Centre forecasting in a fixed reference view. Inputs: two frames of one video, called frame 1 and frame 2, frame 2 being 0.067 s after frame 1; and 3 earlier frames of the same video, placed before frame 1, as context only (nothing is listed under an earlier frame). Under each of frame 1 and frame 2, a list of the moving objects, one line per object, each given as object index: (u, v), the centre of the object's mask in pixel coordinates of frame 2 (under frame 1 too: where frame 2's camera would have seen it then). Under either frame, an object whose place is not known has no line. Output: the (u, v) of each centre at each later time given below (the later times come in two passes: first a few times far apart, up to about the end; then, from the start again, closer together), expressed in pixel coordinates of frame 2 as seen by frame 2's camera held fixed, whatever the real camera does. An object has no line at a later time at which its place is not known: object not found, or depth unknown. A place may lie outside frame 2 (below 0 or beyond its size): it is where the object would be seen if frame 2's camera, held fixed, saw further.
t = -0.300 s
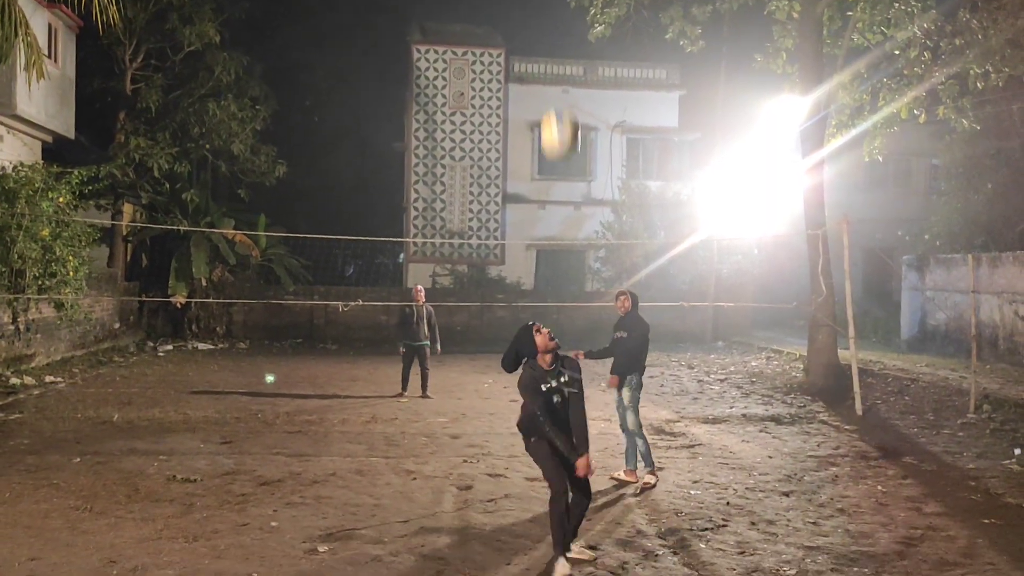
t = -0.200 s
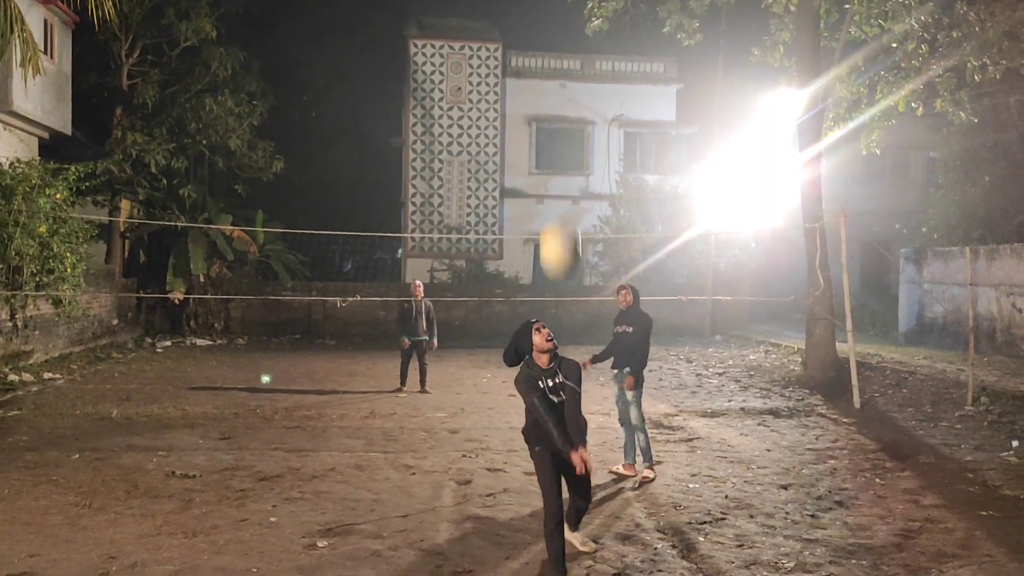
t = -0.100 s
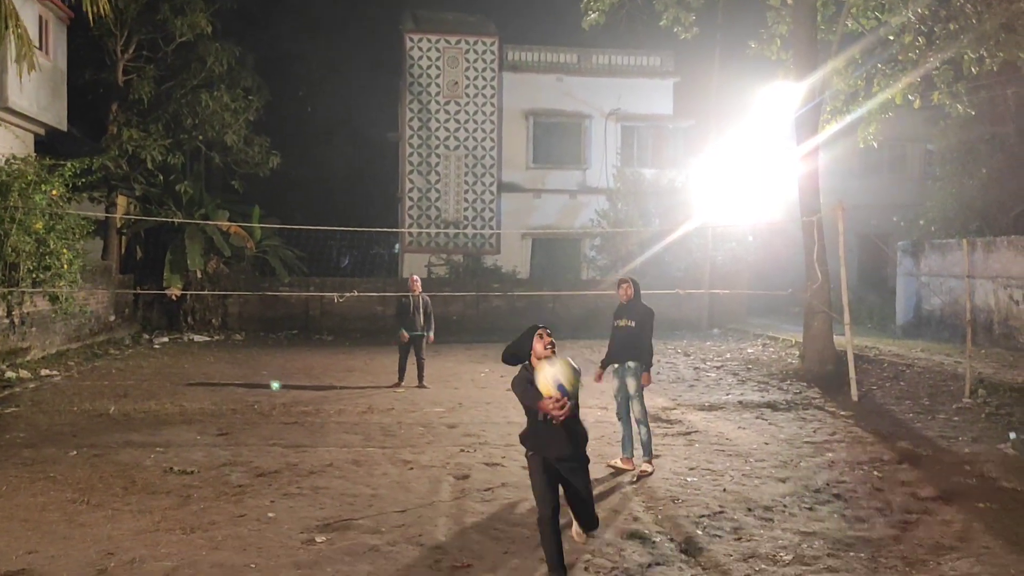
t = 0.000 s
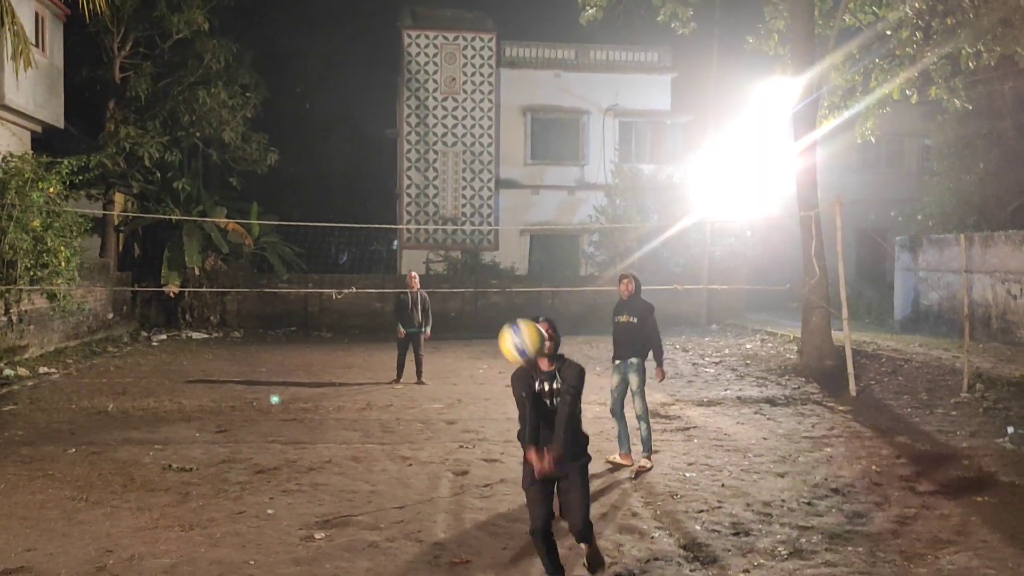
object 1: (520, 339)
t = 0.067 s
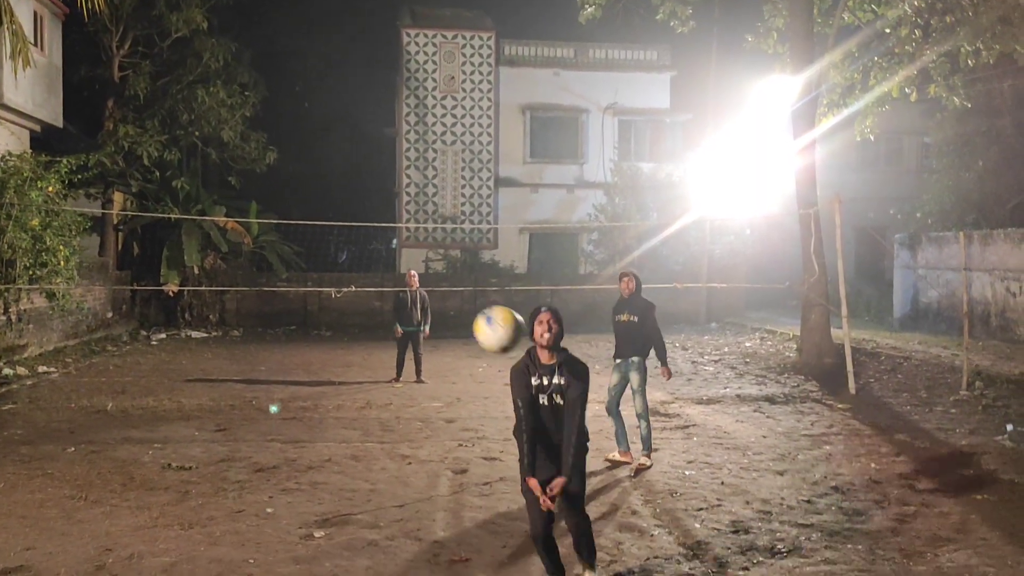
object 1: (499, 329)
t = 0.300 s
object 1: (399, 368)
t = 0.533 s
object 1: (277, 567)
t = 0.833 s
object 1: (152, 596)
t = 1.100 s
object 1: (84, 522)
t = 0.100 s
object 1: (486, 326)
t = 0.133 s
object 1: (473, 326)
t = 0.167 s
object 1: (460, 328)
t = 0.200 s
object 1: (446, 333)
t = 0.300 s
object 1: (399, 368)
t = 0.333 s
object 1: (383, 386)
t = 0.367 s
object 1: (367, 407)
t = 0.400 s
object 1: (349, 431)
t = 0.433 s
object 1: (332, 460)
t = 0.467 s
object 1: (313, 493)
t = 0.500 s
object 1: (294, 530)
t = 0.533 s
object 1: (277, 567)
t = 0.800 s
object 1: (161, 608)
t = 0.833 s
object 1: (152, 596)
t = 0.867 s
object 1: (143, 578)
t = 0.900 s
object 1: (134, 561)
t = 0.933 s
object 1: (126, 546)
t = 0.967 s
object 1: (117, 535)
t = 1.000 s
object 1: (109, 527)
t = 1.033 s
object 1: (101, 522)
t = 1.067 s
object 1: (92, 521)
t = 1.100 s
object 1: (84, 522)
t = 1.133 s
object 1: (74, 527)
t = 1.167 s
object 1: (64, 535)
